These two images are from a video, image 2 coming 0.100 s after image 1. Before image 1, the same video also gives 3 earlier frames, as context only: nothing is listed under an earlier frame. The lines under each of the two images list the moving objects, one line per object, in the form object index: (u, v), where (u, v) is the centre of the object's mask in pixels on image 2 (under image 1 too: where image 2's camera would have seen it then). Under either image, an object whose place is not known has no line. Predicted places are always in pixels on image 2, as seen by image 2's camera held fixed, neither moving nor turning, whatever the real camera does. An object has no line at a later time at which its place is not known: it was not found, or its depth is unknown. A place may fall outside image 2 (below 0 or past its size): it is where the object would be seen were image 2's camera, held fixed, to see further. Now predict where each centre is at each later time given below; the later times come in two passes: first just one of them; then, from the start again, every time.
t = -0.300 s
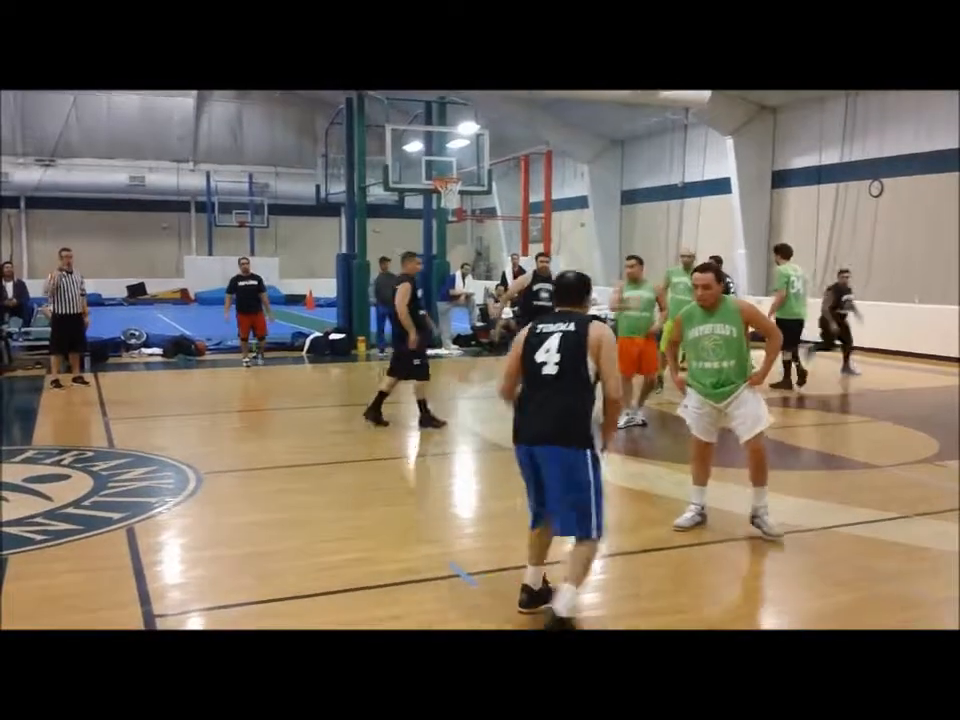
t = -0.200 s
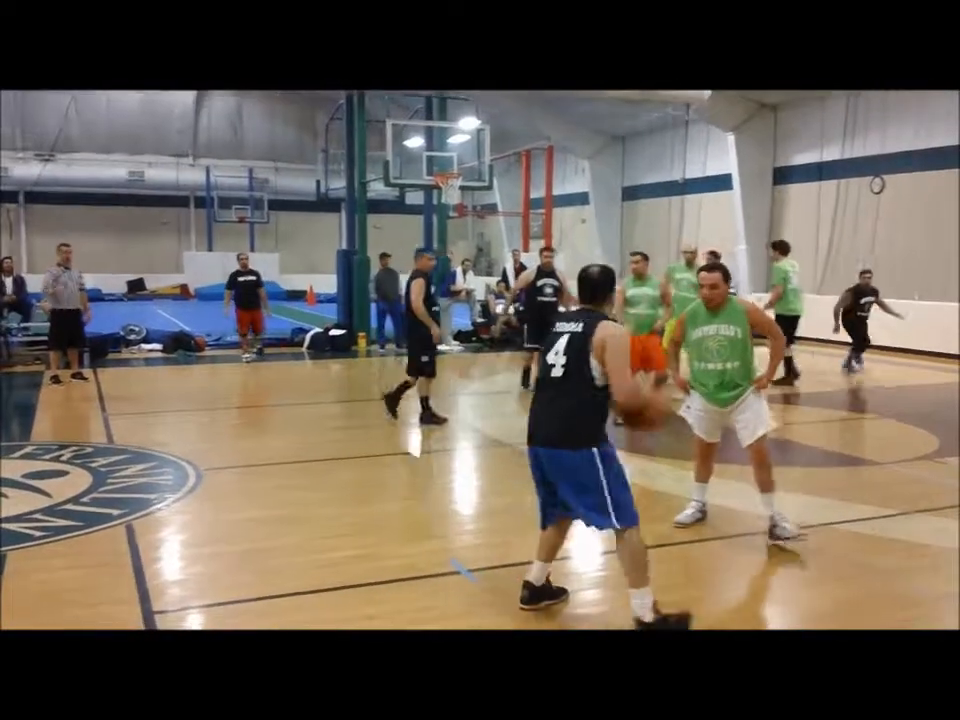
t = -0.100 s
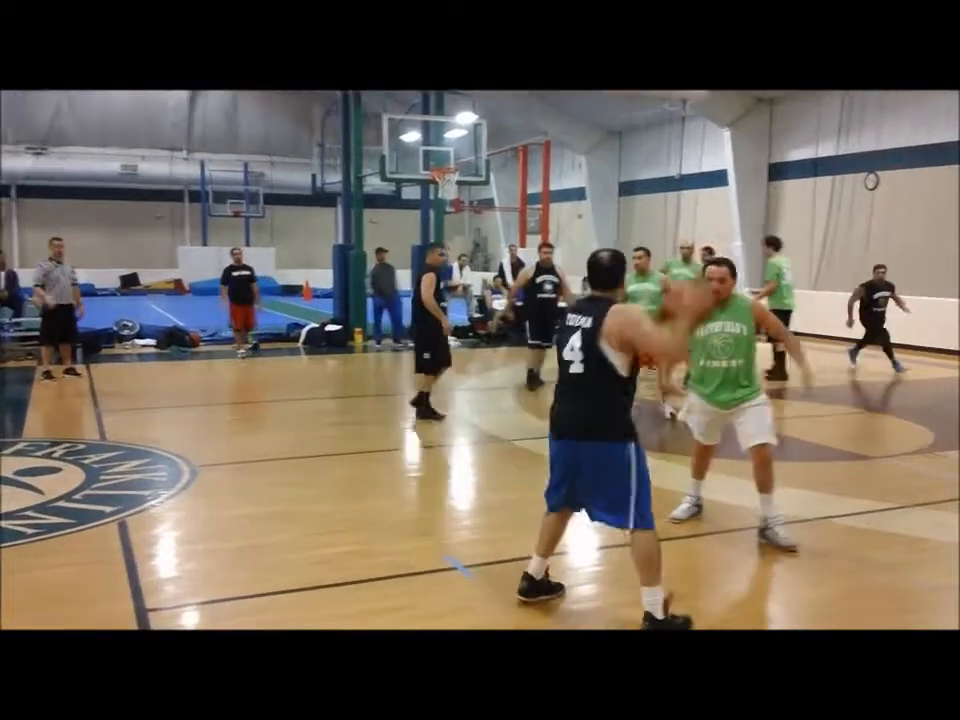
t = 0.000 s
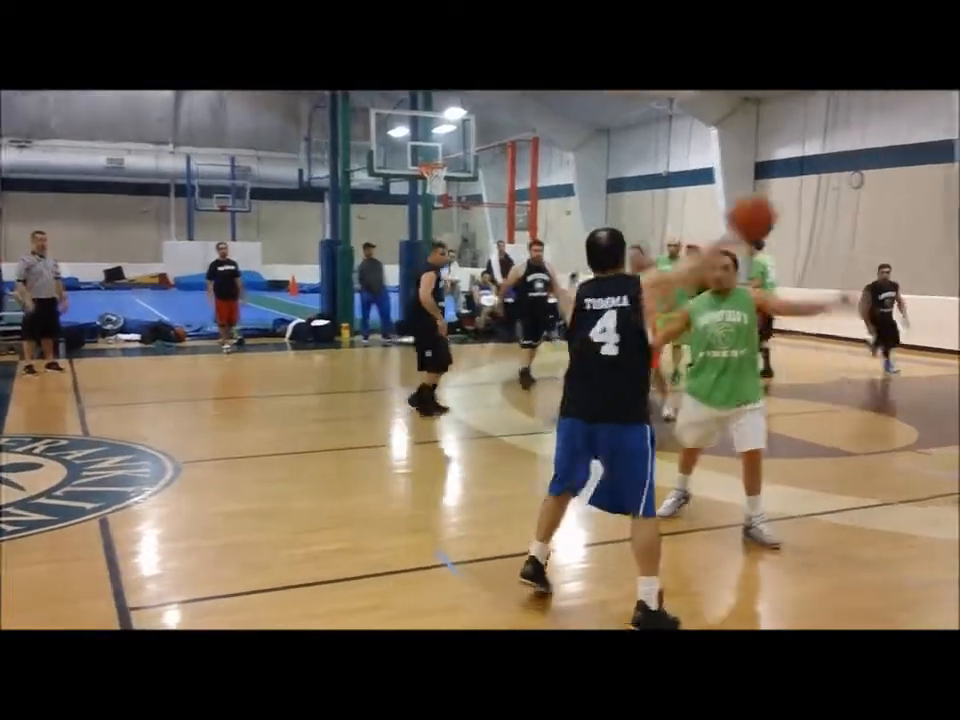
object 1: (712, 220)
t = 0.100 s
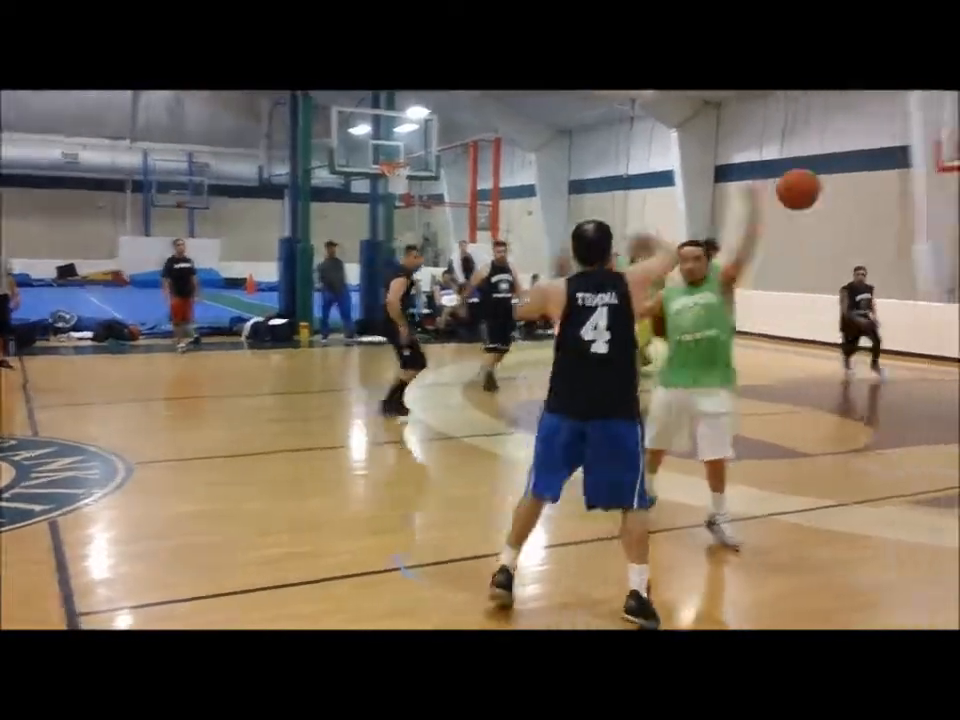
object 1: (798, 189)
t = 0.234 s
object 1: (882, 180)
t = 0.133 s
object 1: (822, 183)
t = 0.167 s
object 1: (844, 181)
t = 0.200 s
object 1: (863, 179)
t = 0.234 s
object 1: (882, 180)
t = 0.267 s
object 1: (901, 183)
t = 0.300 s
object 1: (916, 186)
